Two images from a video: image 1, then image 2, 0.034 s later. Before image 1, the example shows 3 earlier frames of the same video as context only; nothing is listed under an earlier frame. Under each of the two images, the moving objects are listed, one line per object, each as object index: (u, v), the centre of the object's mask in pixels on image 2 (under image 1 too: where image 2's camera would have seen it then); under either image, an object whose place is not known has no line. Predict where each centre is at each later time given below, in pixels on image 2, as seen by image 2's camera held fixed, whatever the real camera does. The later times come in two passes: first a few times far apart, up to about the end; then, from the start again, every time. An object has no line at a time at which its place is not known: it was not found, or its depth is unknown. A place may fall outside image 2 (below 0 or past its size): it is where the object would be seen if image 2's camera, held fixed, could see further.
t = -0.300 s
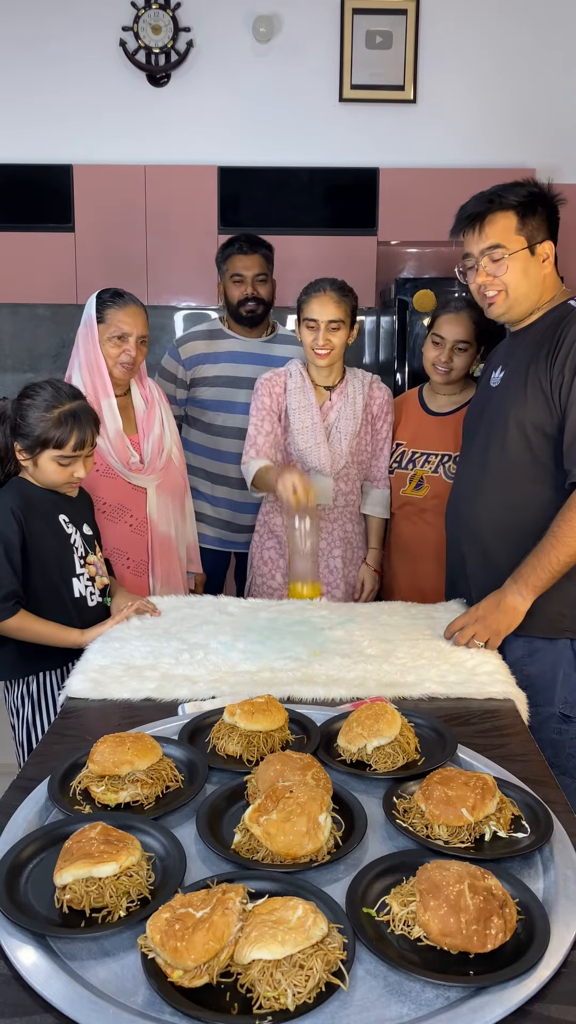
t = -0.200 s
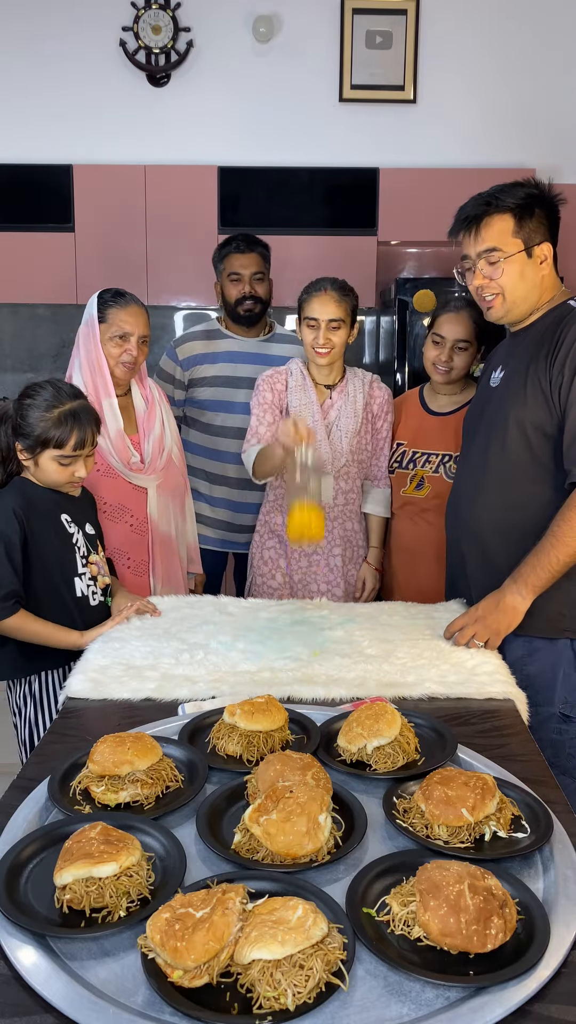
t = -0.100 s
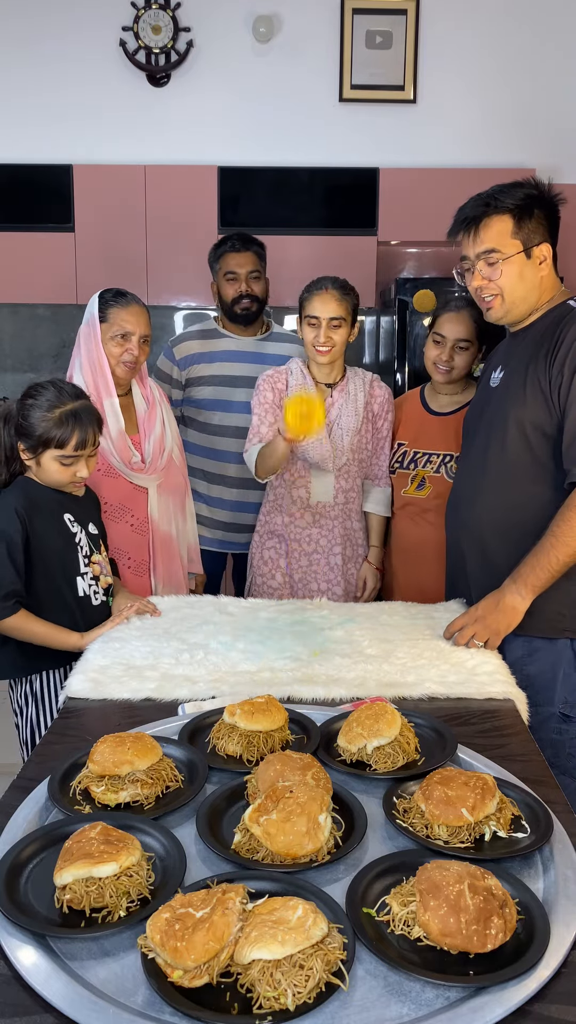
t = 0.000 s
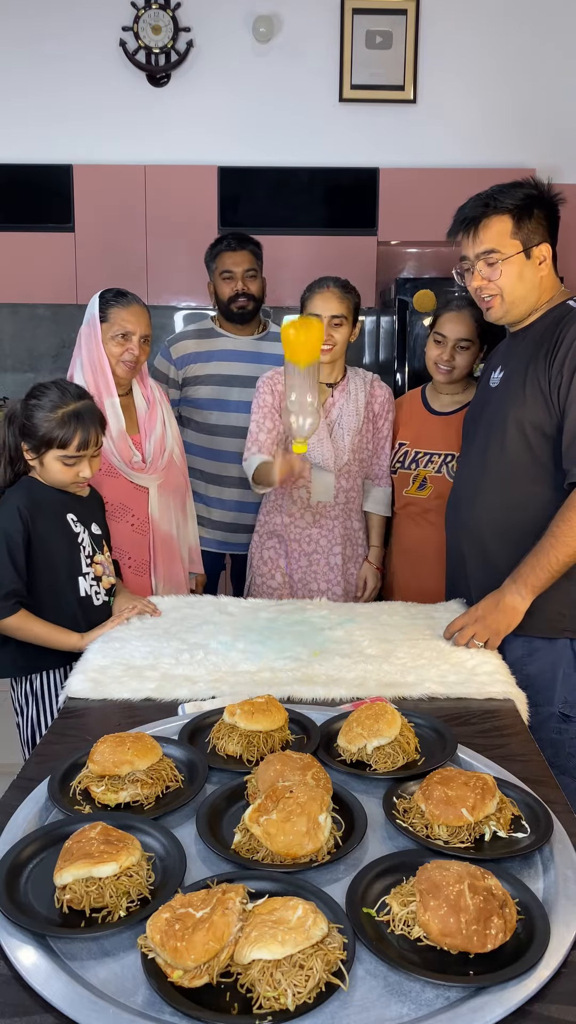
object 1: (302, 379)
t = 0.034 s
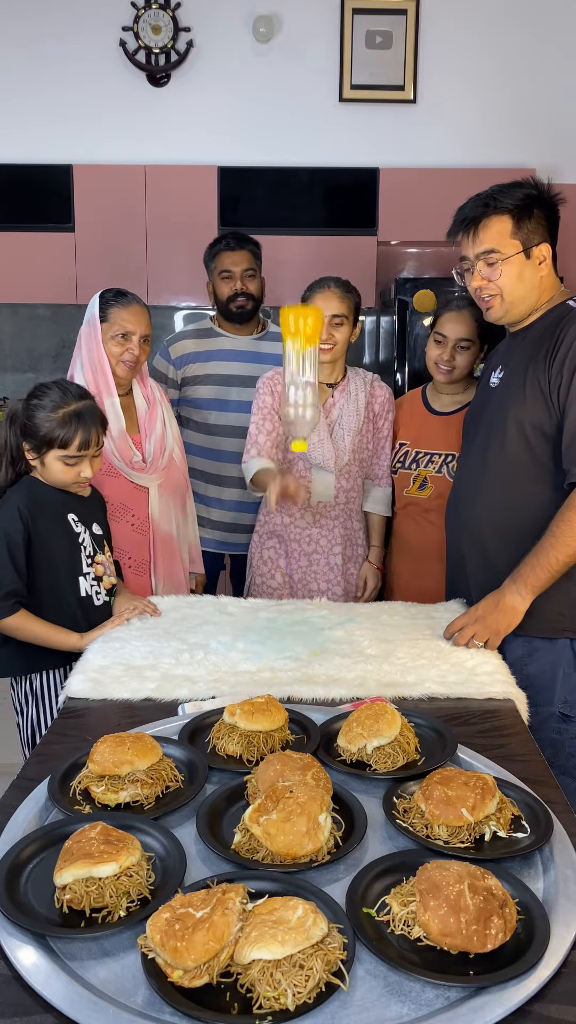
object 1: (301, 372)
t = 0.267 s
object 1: (292, 388)
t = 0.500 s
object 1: (282, 591)
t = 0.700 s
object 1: (283, 592)
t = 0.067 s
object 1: (299, 363)
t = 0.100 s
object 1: (299, 356)
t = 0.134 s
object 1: (298, 350)
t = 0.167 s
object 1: (297, 348)
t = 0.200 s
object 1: (295, 355)
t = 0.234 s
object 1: (294, 369)
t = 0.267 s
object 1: (292, 388)
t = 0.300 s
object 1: (291, 417)
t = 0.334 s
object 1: (289, 455)
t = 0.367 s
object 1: (287, 502)
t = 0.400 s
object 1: (286, 549)
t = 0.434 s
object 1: (284, 586)
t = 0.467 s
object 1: (282, 589)
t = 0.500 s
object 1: (282, 591)
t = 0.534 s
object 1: (283, 592)
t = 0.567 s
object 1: (284, 593)
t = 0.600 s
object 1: (284, 593)
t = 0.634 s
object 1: (283, 593)
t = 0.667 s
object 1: (283, 593)
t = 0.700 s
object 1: (283, 592)
